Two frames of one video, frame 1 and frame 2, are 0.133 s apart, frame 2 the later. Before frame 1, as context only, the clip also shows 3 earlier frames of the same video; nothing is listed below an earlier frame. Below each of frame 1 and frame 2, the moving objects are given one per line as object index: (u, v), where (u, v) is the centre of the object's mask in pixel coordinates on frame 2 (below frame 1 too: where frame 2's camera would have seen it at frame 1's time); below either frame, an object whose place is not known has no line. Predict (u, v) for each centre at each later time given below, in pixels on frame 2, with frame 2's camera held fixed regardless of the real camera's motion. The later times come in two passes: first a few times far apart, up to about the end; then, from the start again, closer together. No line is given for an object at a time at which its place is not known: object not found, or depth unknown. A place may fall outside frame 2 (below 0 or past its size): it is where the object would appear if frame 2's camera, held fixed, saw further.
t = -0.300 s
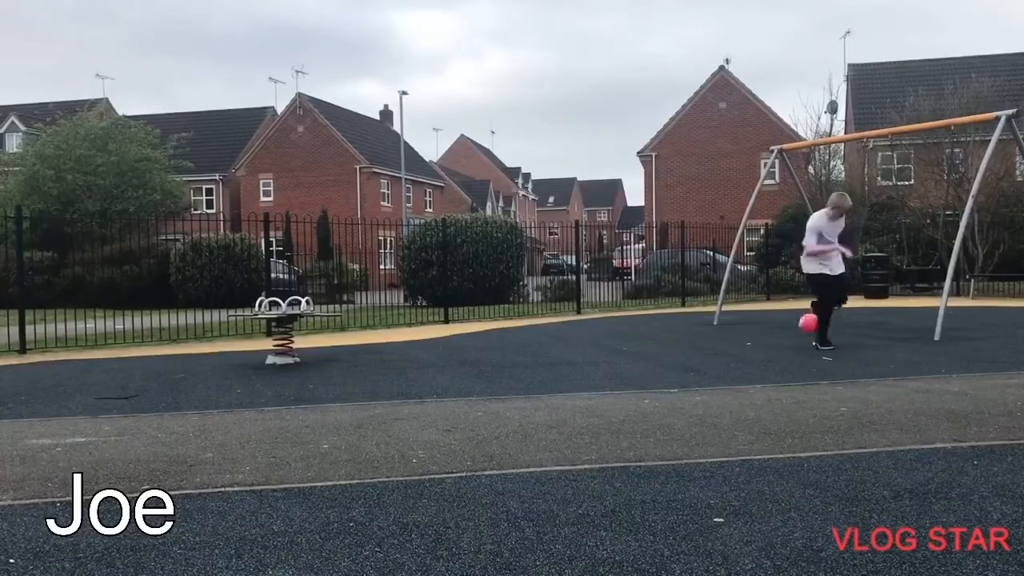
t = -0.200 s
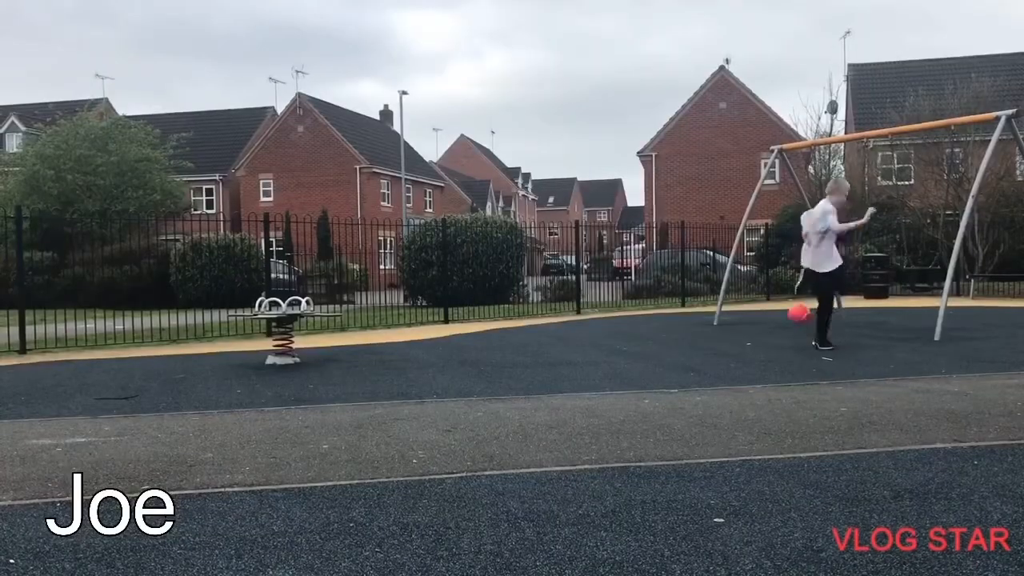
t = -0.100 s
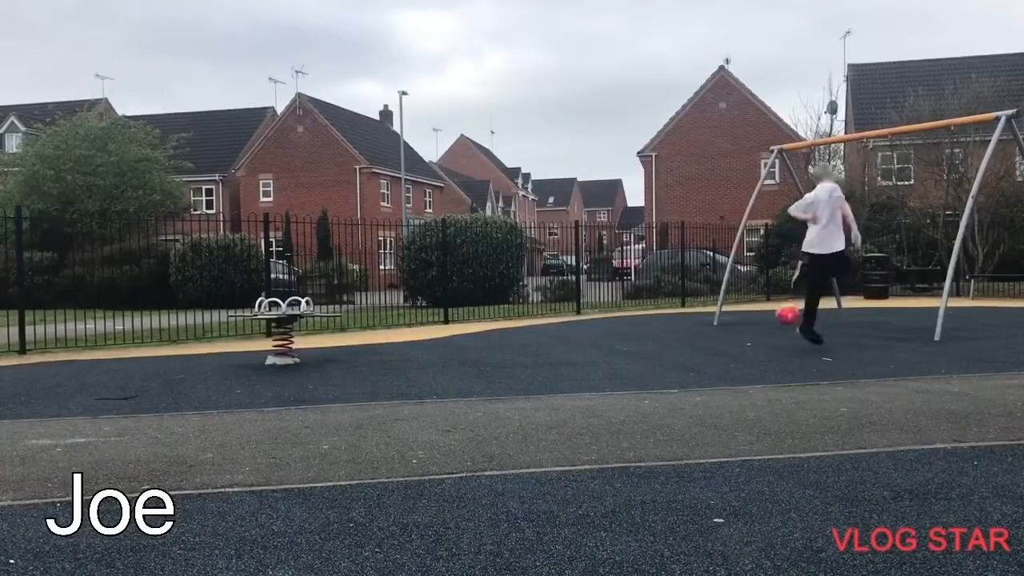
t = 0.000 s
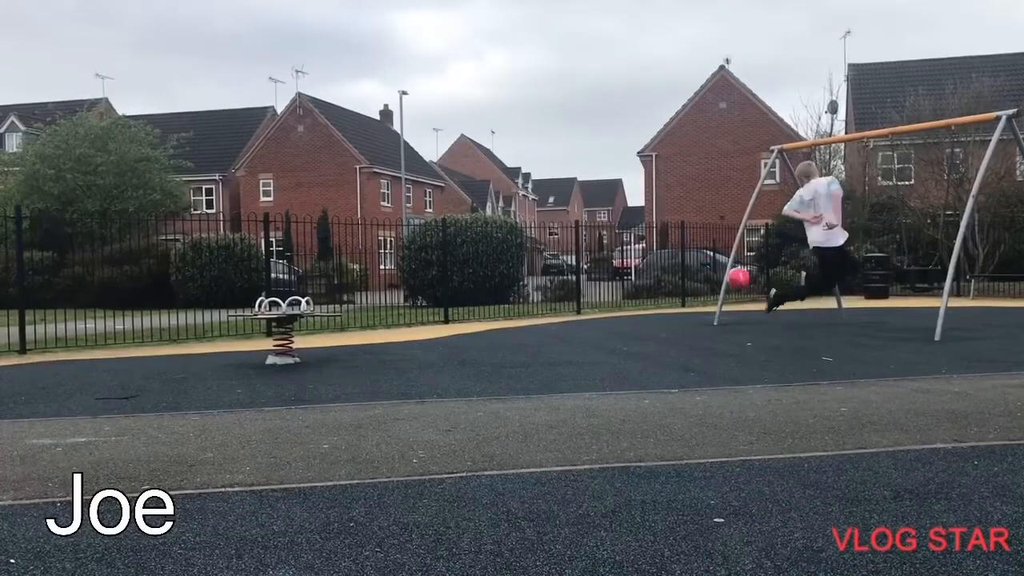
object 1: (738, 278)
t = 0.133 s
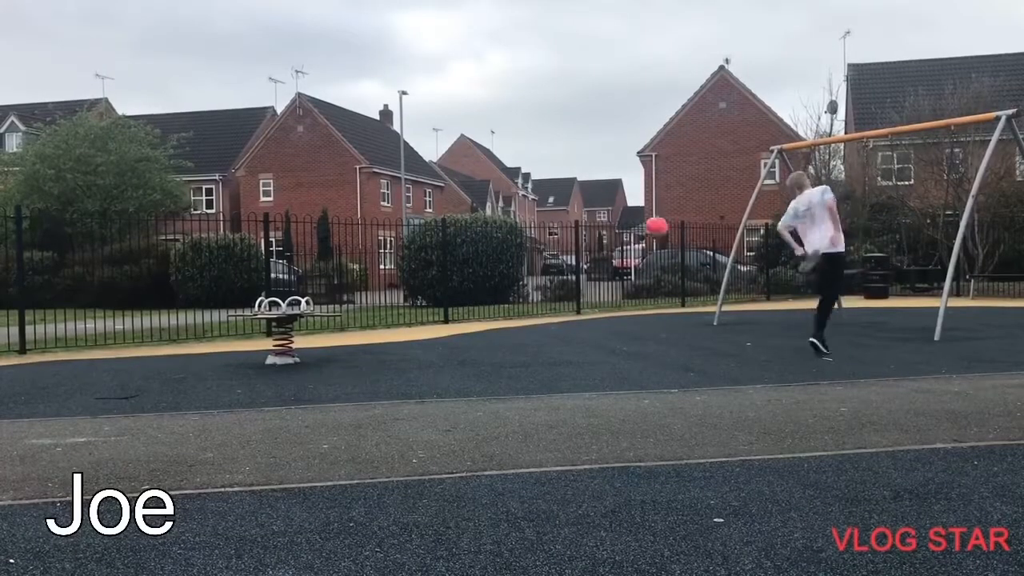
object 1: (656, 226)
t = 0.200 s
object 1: (614, 208)
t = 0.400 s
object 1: (488, 178)
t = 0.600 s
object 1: (360, 190)
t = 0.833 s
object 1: (207, 257)
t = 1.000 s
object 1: (98, 346)
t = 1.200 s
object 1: (12, 304)
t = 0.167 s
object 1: (635, 217)
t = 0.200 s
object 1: (614, 208)
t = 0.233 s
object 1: (594, 199)
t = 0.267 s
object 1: (573, 193)
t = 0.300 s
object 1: (552, 188)
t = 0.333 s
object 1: (532, 183)
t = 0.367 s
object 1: (510, 180)
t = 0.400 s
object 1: (488, 178)
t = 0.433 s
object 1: (468, 176)
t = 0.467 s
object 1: (446, 177)
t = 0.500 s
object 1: (425, 178)
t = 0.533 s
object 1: (403, 181)
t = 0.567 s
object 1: (382, 185)
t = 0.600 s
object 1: (360, 190)
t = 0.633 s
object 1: (338, 194)
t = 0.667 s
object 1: (317, 201)
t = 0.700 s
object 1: (295, 208)
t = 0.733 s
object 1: (273, 219)
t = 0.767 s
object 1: (251, 230)
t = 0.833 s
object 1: (207, 257)
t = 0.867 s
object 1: (184, 272)
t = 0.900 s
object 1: (162, 289)
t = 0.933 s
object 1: (141, 307)
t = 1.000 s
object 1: (98, 346)
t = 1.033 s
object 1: (77, 367)
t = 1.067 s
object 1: (64, 351)
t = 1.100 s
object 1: (51, 337)
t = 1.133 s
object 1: (38, 325)
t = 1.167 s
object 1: (25, 314)
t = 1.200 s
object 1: (12, 304)
